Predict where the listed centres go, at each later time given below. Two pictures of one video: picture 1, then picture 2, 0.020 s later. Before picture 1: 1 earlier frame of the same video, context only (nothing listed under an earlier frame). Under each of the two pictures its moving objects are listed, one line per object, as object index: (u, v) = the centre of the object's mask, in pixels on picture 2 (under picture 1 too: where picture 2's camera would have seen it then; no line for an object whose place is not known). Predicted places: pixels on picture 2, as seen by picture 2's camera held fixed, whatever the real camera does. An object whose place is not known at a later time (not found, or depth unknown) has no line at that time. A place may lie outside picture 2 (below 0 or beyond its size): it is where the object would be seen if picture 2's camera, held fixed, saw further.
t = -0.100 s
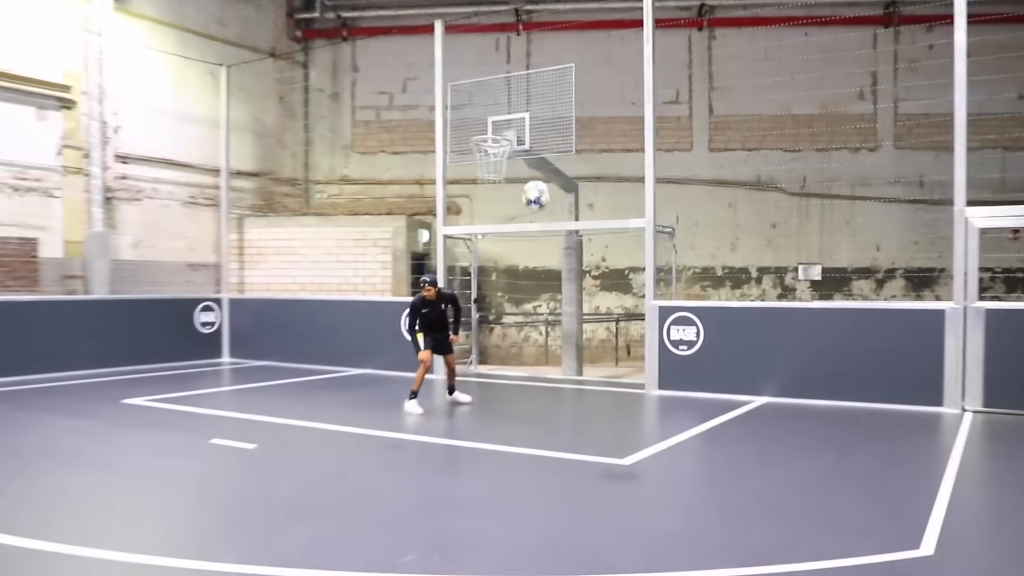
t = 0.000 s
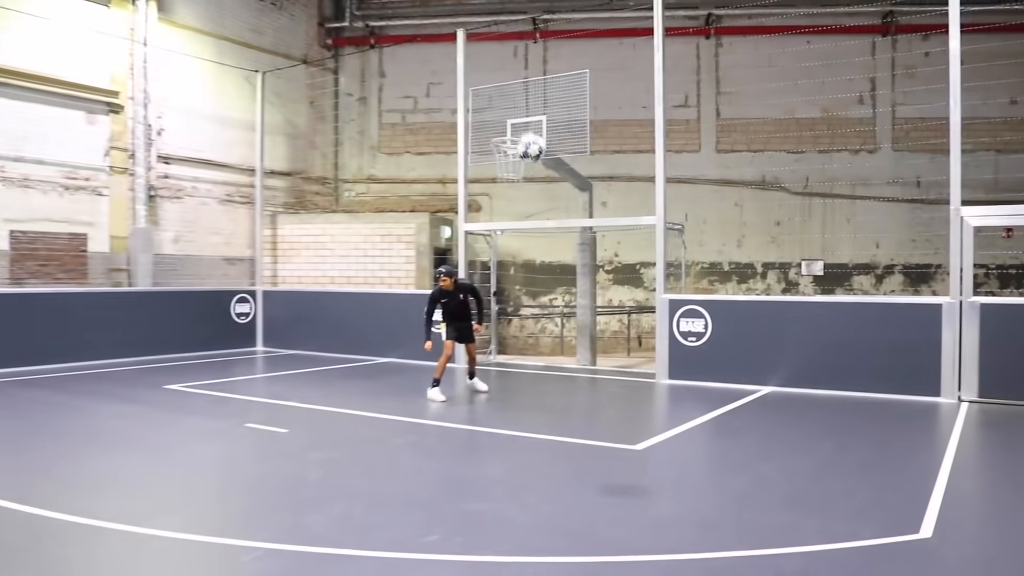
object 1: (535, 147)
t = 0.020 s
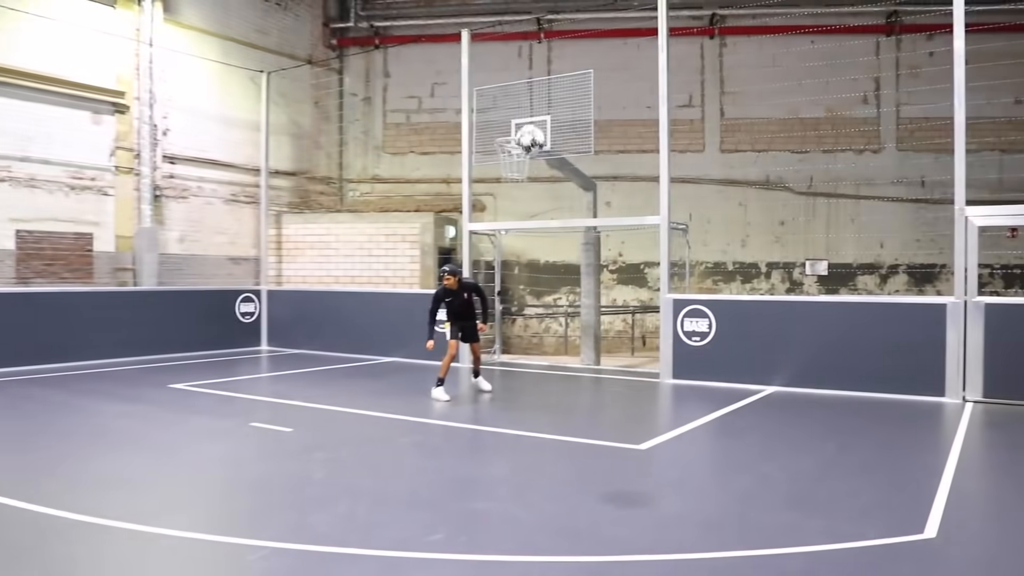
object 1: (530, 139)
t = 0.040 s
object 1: (525, 131)
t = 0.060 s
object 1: (521, 124)
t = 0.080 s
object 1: (515, 117)
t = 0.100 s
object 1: (510, 110)
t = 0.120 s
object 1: (505, 103)
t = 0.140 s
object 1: (499, 98)
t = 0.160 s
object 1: (493, 92)
